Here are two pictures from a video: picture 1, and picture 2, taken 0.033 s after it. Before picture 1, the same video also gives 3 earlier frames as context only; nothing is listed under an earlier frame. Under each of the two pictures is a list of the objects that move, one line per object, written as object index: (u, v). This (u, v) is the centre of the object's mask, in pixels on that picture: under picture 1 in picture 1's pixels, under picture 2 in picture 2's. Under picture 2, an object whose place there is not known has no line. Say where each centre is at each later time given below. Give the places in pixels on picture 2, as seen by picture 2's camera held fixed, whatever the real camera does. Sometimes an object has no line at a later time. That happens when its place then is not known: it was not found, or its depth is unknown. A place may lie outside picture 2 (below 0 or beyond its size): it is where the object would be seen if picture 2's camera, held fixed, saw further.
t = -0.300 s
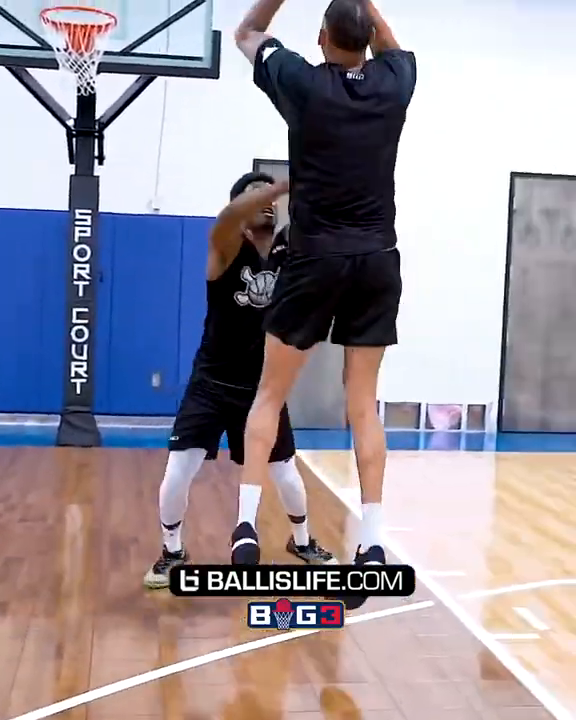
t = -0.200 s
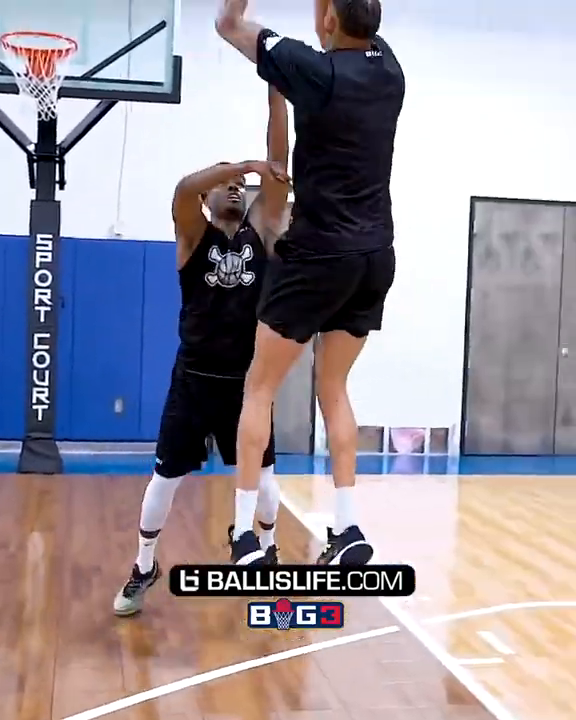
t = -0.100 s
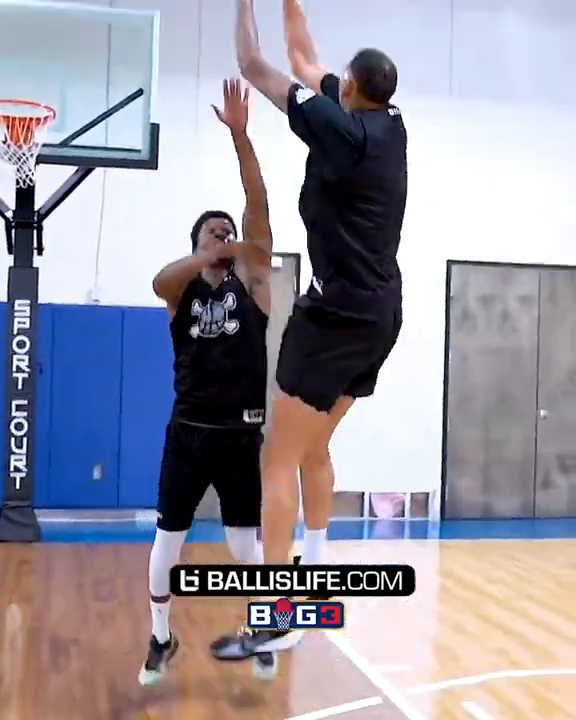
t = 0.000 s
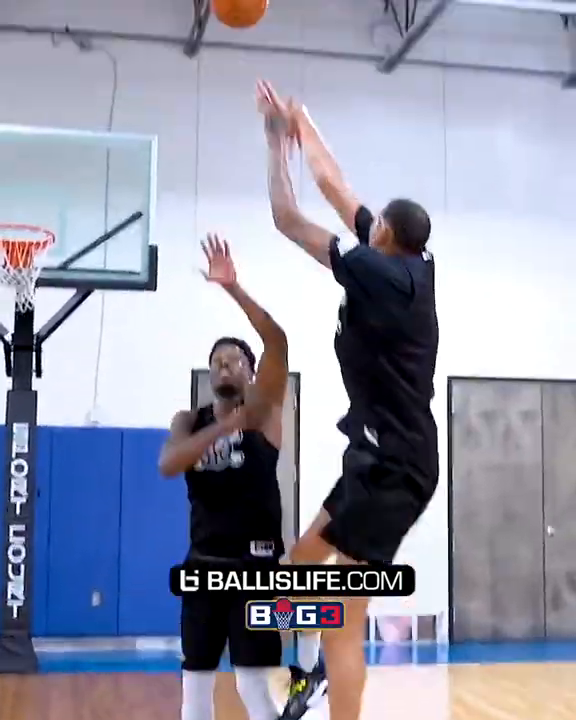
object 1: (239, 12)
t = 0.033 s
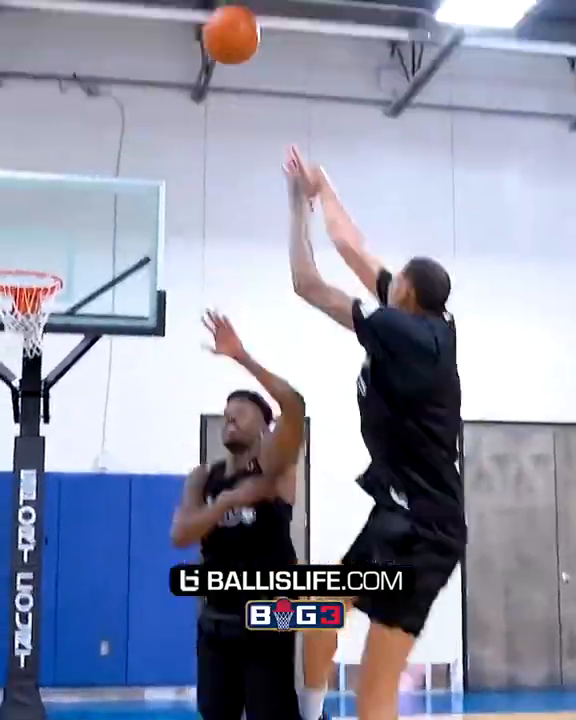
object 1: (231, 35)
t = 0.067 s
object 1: (217, 29)
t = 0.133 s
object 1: (191, 28)
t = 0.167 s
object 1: (178, 30)
